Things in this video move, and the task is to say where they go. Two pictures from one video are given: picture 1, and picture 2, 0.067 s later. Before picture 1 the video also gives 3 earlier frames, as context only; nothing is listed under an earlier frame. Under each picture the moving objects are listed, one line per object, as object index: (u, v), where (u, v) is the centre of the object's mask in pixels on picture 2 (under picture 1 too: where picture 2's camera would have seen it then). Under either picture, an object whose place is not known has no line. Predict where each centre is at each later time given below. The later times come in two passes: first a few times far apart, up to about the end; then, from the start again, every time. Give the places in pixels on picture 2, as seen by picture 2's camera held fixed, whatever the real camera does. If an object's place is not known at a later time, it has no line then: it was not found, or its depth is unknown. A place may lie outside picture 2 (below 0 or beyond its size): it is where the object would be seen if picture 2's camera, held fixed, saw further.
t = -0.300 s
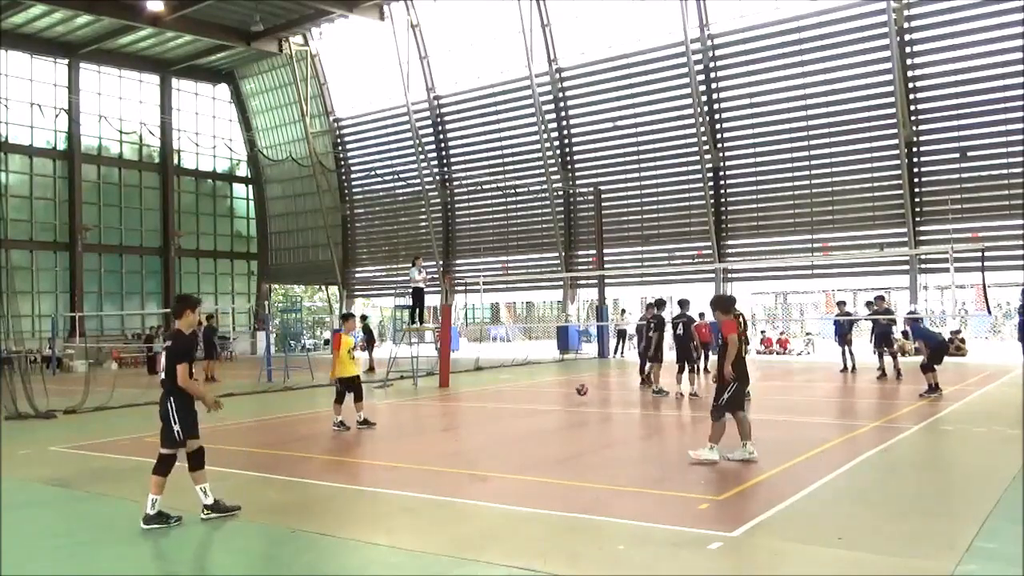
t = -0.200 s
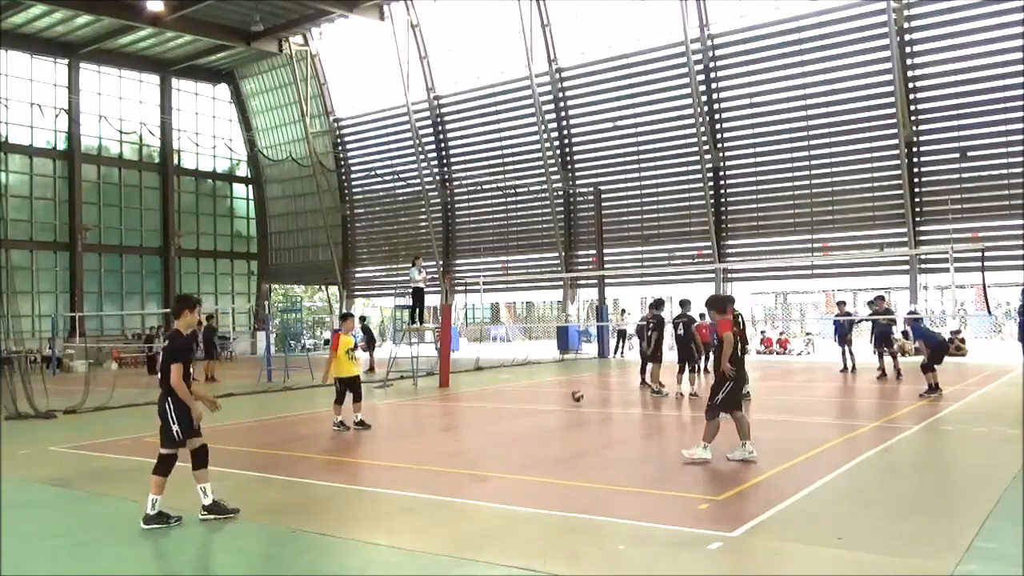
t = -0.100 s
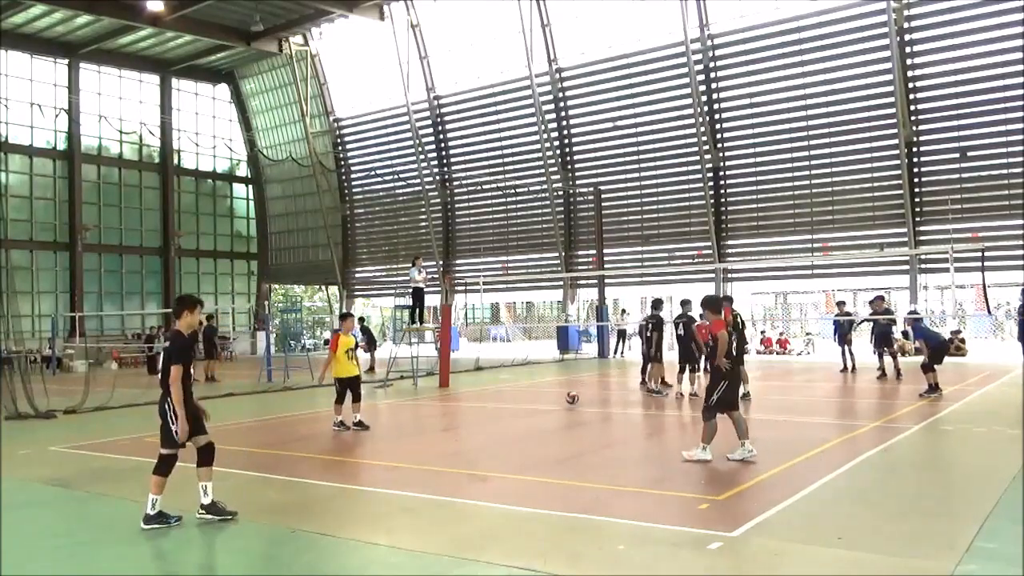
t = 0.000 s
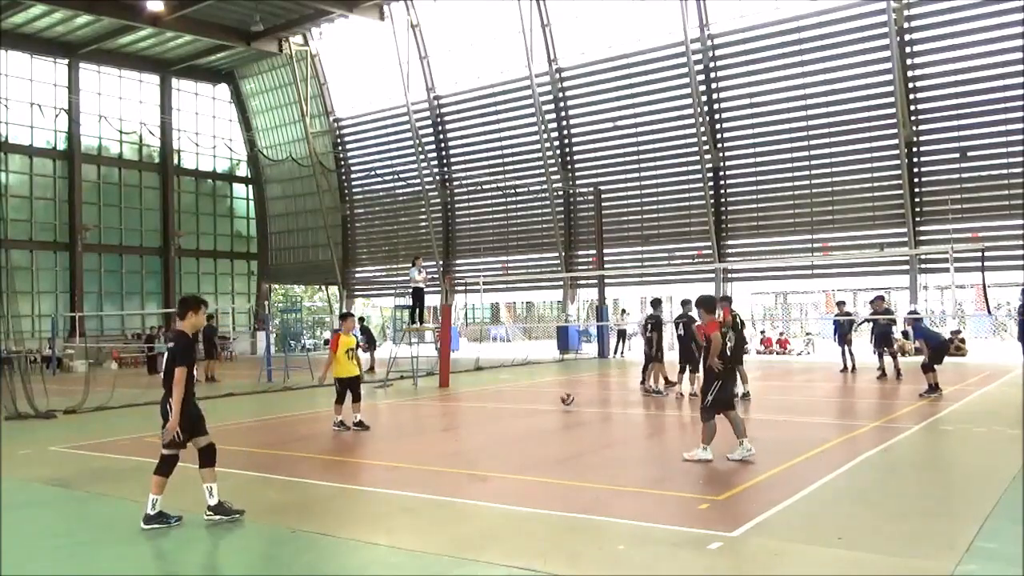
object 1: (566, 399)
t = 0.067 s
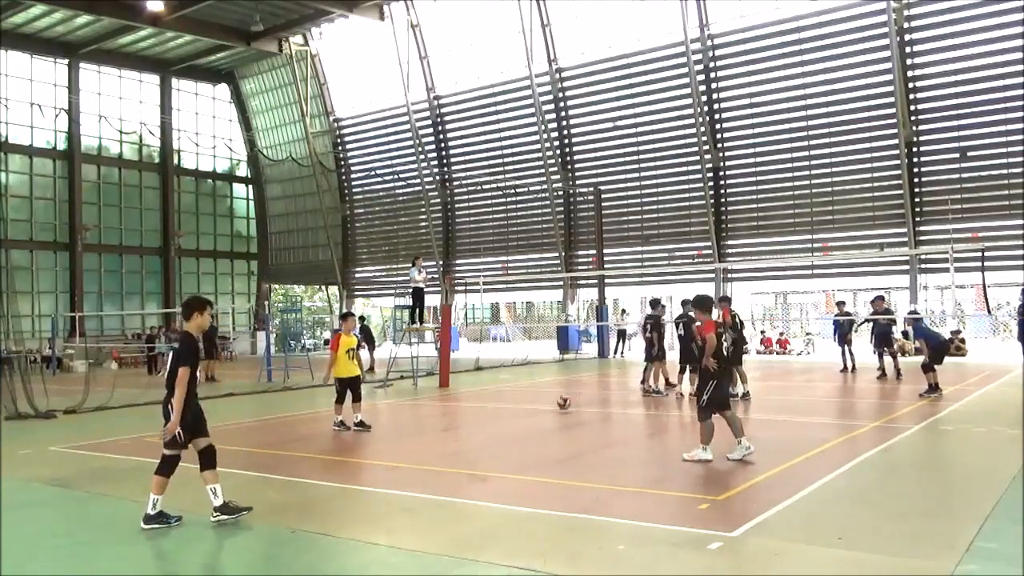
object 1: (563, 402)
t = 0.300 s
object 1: (550, 410)
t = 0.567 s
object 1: (532, 416)
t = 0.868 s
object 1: (510, 427)
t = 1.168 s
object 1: (483, 440)
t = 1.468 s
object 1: (453, 454)
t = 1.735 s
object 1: (420, 469)
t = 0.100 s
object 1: (562, 407)
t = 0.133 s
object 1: (559, 405)
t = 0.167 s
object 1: (558, 405)
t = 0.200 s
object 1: (556, 405)
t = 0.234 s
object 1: (554, 405)
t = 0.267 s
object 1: (552, 407)
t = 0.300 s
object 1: (550, 410)
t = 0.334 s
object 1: (548, 412)
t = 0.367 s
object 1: (546, 410)
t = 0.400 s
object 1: (543, 410)
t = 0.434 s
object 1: (542, 411)
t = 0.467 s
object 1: (539, 412)
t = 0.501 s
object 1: (537, 415)
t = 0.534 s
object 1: (535, 417)
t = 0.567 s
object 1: (532, 416)
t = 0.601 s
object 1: (531, 416)
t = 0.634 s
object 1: (528, 417)
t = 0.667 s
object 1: (525, 419)
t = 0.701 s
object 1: (523, 423)
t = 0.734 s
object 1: (520, 422)
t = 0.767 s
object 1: (518, 422)
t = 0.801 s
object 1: (516, 423)
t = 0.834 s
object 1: (512, 425)
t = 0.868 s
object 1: (510, 427)
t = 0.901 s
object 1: (507, 429)
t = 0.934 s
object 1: (505, 429)
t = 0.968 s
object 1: (501, 430)
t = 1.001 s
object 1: (499, 431)
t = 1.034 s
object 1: (496, 434)
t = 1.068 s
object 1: (493, 435)
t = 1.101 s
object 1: (490, 435)
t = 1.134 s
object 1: (487, 438)
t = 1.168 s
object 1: (483, 440)
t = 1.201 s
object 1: (481, 440)
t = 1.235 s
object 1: (477, 442)
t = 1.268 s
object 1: (474, 444)
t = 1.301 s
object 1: (471, 445)
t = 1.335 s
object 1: (467, 448)
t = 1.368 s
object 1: (463, 448)
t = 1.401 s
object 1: (460, 450)
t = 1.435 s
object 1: (457, 452)
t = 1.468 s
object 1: (453, 454)
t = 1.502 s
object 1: (450, 454)
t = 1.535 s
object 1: (445, 458)
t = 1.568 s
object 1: (441, 459)
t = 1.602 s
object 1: (436, 462)
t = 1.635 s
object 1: (434, 462)
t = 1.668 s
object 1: (429, 465)
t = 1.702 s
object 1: (425, 466)
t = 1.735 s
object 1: (420, 469)
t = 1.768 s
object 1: (416, 470)
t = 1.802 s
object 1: (410, 473)
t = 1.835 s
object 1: (407, 474)
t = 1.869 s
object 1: (401, 477)
